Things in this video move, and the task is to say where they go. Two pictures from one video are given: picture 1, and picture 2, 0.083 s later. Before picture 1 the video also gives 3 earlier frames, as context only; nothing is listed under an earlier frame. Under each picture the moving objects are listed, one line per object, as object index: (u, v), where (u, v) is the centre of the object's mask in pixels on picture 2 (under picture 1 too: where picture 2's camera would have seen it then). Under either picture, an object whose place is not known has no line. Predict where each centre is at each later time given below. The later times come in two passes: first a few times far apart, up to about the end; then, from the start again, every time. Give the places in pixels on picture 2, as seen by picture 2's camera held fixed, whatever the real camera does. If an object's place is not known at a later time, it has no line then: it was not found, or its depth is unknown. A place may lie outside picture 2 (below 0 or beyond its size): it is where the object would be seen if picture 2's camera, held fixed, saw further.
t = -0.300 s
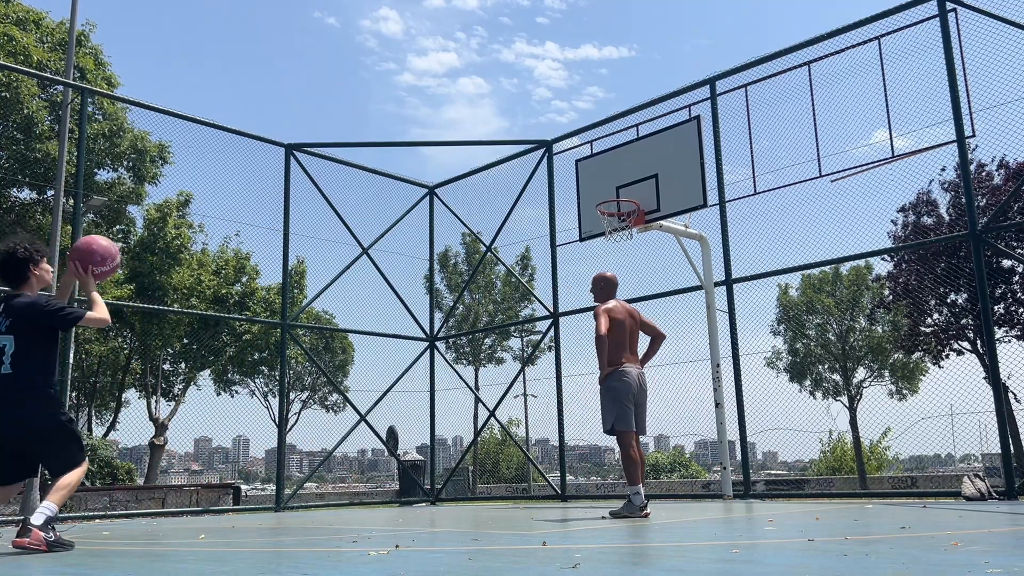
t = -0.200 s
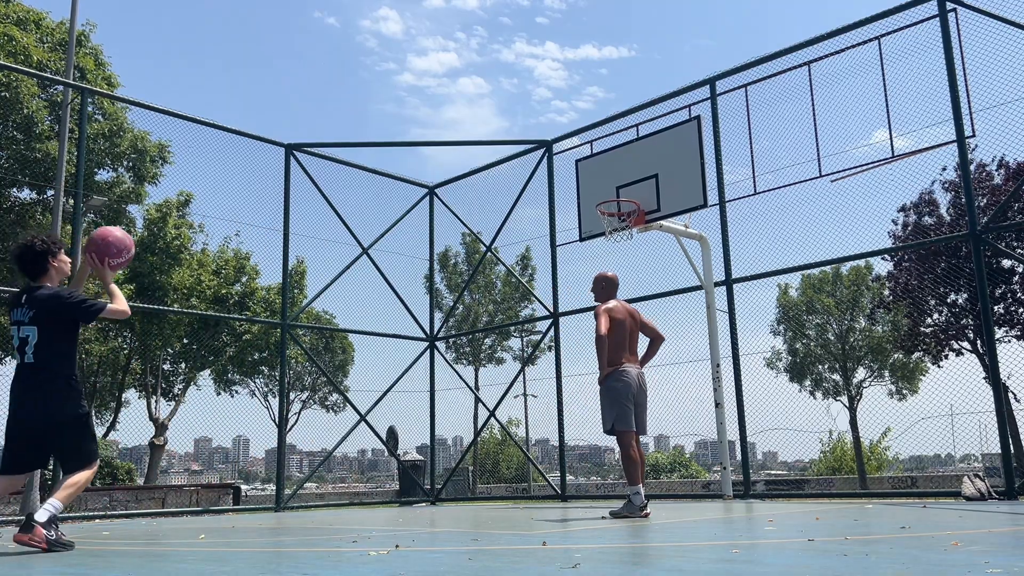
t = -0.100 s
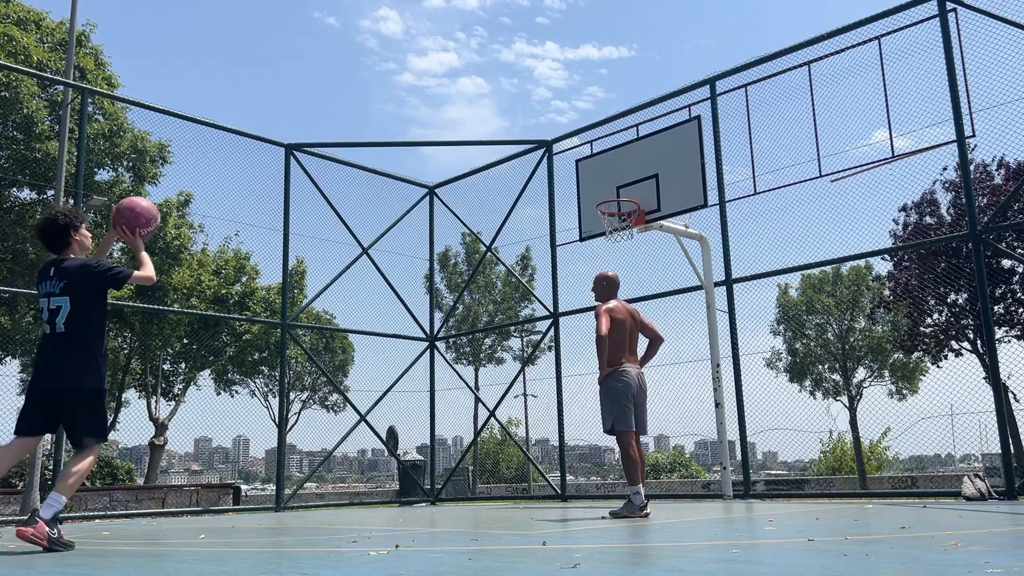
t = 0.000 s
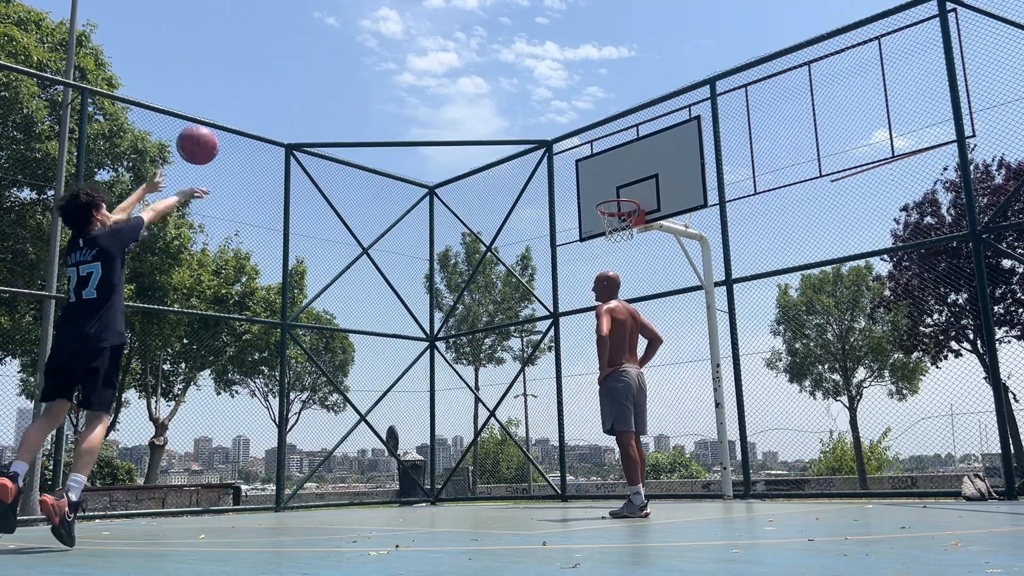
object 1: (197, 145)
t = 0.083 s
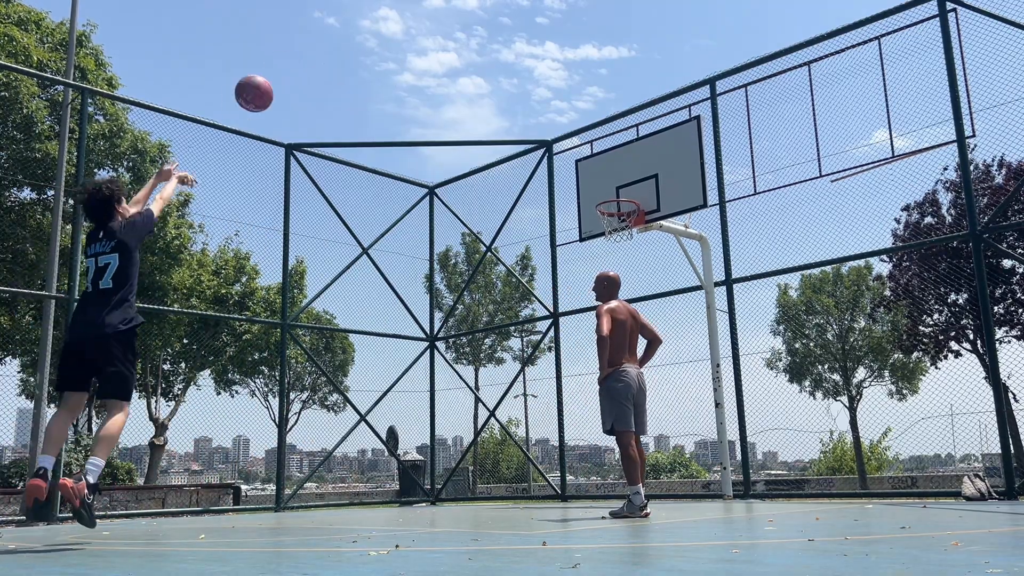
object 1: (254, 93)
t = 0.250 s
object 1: (343, 36)
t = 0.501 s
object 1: (442, 26)
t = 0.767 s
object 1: (522, 78)
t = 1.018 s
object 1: (583, 170)
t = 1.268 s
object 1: (610, 186)
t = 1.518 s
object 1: (588, 187)
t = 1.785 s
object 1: (561, 244)
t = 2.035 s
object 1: (538, 359)
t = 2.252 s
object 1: (517, 485)
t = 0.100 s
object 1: (264, 85)
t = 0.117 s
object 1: (274, 78)
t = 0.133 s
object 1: (283, 71)
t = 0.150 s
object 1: (293, 64)
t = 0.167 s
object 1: (302, 58)
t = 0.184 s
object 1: (310, 53)
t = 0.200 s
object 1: (319, 48)
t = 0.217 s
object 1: (327, 43)
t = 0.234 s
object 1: (335, 39)
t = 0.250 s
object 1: (343, 36)
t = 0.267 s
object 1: (351, 33)
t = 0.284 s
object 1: (358, 30)
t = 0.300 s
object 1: (365, 27)
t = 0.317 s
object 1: (372, 26)
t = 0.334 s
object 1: (380, 24)
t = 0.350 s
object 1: (386, 23)
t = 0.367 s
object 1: (393, 22)
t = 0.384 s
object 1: (400, 21)
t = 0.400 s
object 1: (406, 21)
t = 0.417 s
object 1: (412, 21)
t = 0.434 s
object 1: (419, 21)
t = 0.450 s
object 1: (425, 22)
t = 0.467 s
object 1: (430, 23)
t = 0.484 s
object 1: (436, 24)
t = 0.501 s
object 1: (442, 26)
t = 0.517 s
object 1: (447, 27)
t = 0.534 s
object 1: (453, 29)
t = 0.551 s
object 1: (458, 31)
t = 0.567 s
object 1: (464, 33)
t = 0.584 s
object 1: (469, 36)
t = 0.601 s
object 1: (474, 39)
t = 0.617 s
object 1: (479, 42)
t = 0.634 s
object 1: (484, 45)
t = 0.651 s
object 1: (489, 49)
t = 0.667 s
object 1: (494, 52)
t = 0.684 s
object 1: (499, 56)
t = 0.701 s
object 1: (503, 60)
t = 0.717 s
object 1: (508, 65)
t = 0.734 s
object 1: (512, 69)
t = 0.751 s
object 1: (517, 74)
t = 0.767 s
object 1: (522, 78)
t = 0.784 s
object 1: (526, 83)
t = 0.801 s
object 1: (530, 88)
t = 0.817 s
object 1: (535, 93)
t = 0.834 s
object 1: (539, 99)
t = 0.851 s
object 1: (543, 105)
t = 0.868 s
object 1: (547, 110)
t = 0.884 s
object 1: (551, 117)
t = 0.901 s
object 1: (555, 123)
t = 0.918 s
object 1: (560, 129)
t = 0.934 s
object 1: (564, 135)
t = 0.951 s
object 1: (568, 142)
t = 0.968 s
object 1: (572, 149)
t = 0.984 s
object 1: (575, 156)
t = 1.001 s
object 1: (579, 164)
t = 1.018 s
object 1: (583, 170)
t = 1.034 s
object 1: (587, 177)
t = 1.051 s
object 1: (590, 185)
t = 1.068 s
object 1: (594, 193)
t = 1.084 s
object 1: (596, 197)
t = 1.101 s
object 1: (598, 195)
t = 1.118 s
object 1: (599, 193)
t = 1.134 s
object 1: (601, 191)
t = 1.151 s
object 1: (602, 190)
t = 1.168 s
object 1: (603, 189)
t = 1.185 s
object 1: (604, 188)
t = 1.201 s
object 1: (605, 187)
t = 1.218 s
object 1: (607, 186)
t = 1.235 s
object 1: (608, 186)
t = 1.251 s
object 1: (609, 186)
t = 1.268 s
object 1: (610, 186)
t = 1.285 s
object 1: (611, 186)
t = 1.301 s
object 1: (610, 185)
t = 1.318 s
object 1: (609, 184)
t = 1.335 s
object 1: (607, 183)
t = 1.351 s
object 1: (605, 182)
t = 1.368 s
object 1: (603, 182)
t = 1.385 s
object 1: (601, 181)
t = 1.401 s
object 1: (600, 181)
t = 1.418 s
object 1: (598, 181)
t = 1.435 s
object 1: (596, 182)
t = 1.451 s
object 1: (594, 182)
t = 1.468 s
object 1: (593, 183)
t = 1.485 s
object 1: (591, 184)
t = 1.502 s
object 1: (589, 185)
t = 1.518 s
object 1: (588, 187)
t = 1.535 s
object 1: (586, 188)
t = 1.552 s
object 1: (584, 191)
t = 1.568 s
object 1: (582, 193)
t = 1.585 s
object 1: (581, 195)
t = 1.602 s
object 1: (579, 198)
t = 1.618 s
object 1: (577, 201)
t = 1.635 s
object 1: (576, 204)
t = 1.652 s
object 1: (574, 208)
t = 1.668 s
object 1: (572, 211)
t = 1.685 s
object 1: (570, 215)
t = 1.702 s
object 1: (569, 219)
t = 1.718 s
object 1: (568, 223)
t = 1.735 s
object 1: (566, 228)
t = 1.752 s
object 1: (565, 233)
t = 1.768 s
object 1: (563, 238)
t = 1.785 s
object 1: (561, 244)
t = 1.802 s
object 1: (559, 249)
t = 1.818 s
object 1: (558, 255)
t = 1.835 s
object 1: (556, 262)
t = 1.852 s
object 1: (554, 268)
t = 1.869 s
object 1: (553, 275)
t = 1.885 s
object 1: (551, 282)
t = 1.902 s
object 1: (550, 289)
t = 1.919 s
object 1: (549, 297)
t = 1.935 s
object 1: (547, 305)
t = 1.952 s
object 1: (546, 313)
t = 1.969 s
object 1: (543, 322)
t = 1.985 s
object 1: (542, 330)
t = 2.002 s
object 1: (540, 339)
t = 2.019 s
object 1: (539, 349)
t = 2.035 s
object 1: (538, 359)
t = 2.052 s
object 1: (536, 368)
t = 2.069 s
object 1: (535, 379)
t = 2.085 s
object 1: (533, 390)
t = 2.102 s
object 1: (531, 401)
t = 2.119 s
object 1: (530, 412)
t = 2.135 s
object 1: (528, 425)
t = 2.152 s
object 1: (527, 437)
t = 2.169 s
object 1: (526, 449)
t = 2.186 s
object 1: (524, 463)
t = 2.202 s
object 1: (522, 476)
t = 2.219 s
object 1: (521, 490)
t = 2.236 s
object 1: (519, 497)
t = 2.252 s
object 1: (517, 485)
